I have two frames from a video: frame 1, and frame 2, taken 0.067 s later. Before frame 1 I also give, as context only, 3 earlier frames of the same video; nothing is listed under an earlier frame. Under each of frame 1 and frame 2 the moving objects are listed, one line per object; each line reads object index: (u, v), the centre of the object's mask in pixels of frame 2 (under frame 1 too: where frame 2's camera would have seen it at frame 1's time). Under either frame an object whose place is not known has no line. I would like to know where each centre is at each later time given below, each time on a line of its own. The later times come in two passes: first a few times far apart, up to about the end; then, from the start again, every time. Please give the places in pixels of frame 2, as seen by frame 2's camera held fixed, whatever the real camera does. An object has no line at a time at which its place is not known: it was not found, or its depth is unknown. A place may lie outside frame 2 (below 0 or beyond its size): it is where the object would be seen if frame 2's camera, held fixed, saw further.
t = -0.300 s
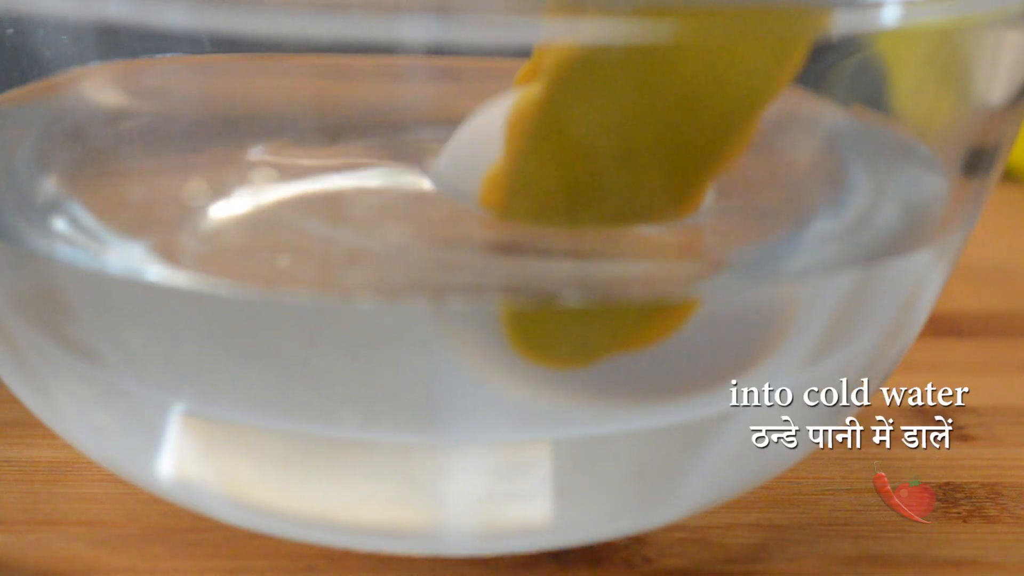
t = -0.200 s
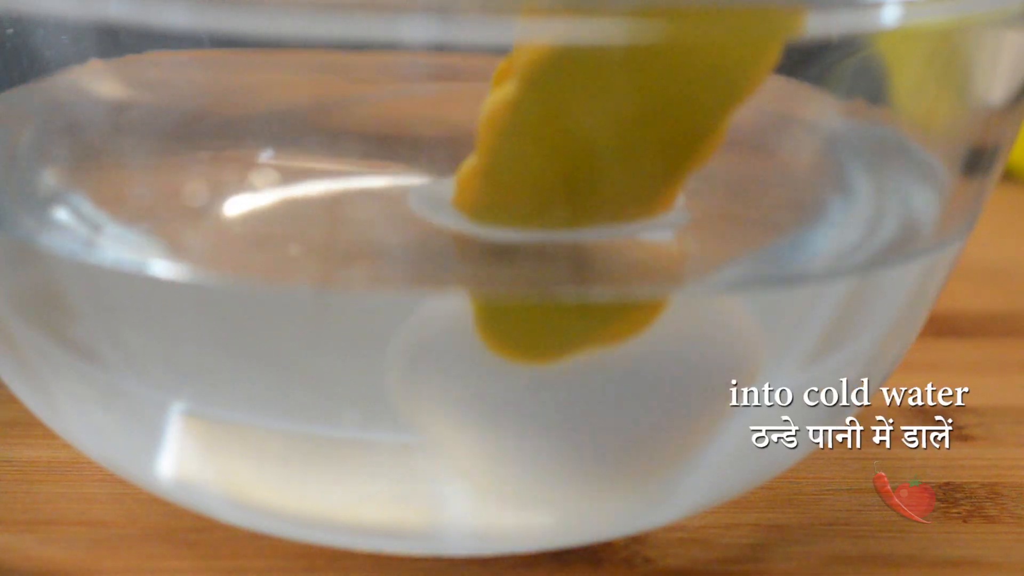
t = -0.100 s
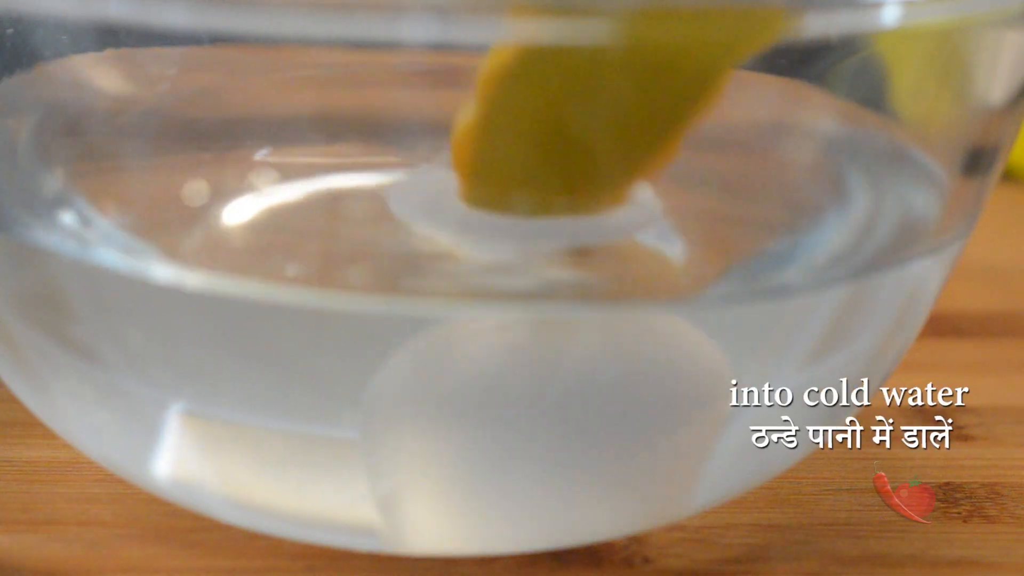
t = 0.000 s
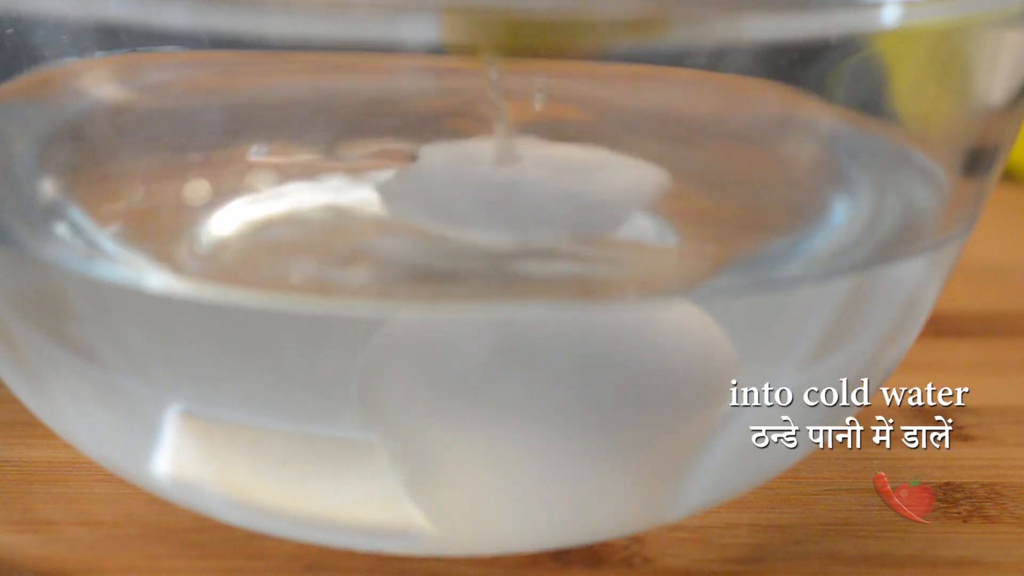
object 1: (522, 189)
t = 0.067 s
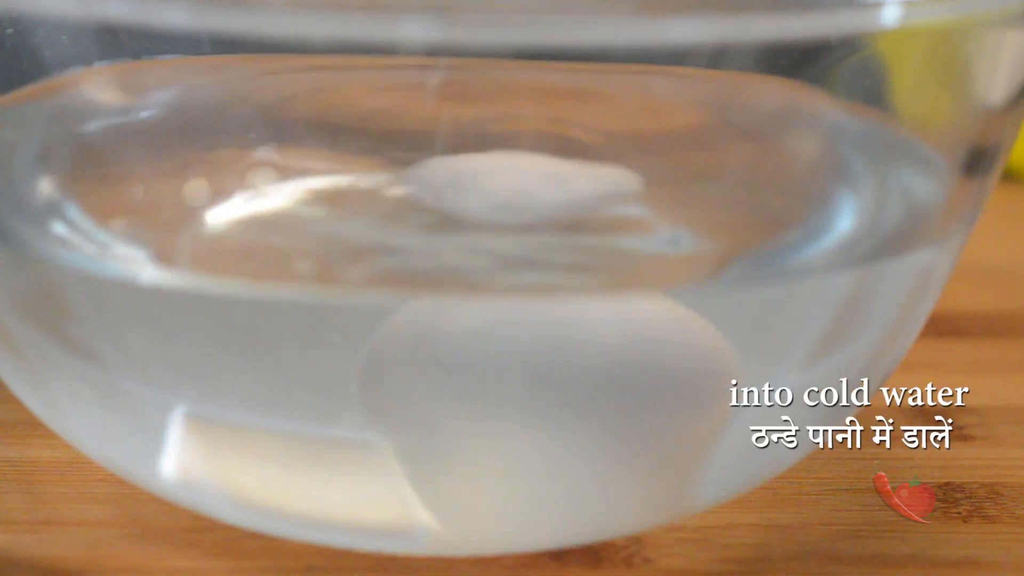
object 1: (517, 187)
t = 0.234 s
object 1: (509, 181)
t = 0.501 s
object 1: (479, 173)
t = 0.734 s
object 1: (467, 152)
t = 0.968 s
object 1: (464, 131)
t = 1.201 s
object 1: (457, 140)
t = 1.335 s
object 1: (466, 142)
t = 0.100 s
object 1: (520, 189)
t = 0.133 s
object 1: (513, 191)
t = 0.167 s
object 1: (519, 191)
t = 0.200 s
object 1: (530, 183)
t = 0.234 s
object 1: (509, 181)
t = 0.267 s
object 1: (513, 181)
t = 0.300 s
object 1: (495, 177)
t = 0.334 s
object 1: (495, 175)
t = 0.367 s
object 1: (492, 172)
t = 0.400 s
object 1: (488, 174)
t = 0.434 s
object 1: (487, 177)
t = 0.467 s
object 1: (484, 178)
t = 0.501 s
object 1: (479, 173)
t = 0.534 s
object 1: (478, 168)
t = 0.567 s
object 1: (482, 161)
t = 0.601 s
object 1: (480, 158)
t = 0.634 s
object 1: (475, 156)
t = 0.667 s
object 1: (470, 152)
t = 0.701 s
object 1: (471, 150)
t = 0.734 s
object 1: (467, 152)
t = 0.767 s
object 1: (463, 155)
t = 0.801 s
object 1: (464, 156)
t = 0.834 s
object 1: (462, 156)
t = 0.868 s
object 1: (462, 154)
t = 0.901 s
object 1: (452, 147)
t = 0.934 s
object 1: (459, 136)
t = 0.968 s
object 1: (464, 131)
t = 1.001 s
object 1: (457, 133)
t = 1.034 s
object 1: (450, 139)
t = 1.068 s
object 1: (453, 141)
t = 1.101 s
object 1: (457, 143)
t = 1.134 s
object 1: (458, 145)
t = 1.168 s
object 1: (458, 144)
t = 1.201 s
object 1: (457, 140)
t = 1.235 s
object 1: (466, 142)
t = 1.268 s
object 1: (478, 135)
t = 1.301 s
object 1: (472, 138)
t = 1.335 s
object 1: (466, 142)
